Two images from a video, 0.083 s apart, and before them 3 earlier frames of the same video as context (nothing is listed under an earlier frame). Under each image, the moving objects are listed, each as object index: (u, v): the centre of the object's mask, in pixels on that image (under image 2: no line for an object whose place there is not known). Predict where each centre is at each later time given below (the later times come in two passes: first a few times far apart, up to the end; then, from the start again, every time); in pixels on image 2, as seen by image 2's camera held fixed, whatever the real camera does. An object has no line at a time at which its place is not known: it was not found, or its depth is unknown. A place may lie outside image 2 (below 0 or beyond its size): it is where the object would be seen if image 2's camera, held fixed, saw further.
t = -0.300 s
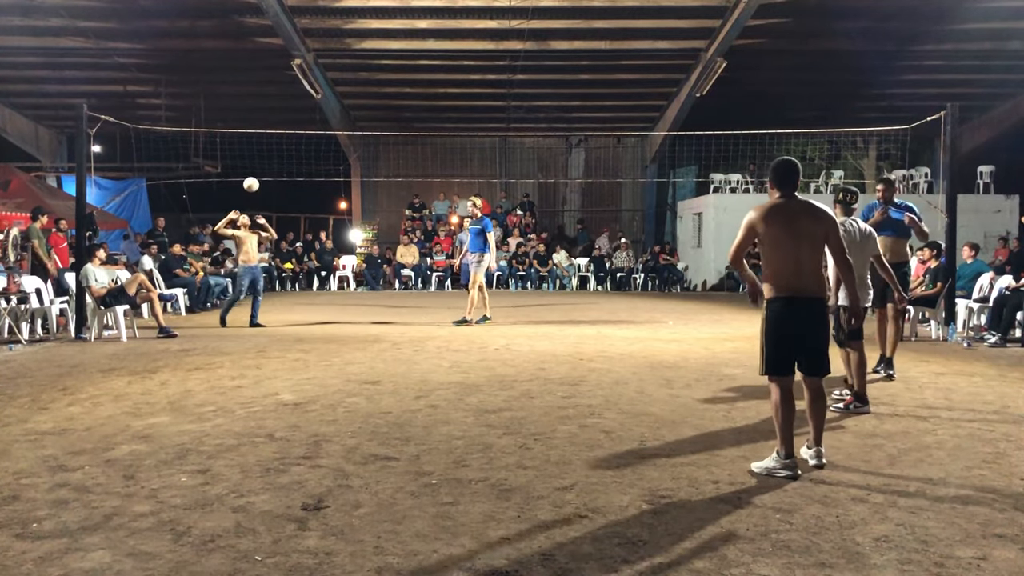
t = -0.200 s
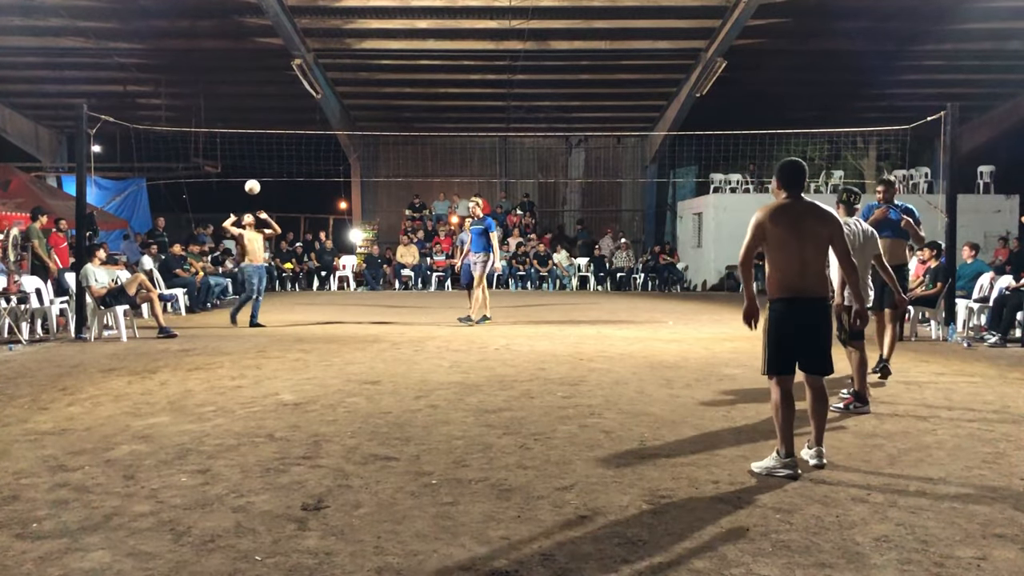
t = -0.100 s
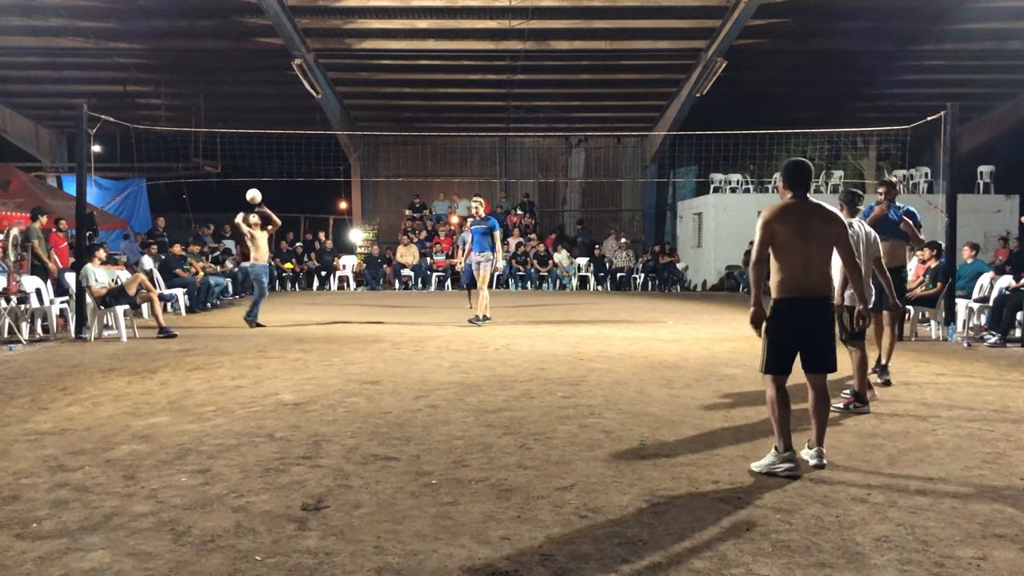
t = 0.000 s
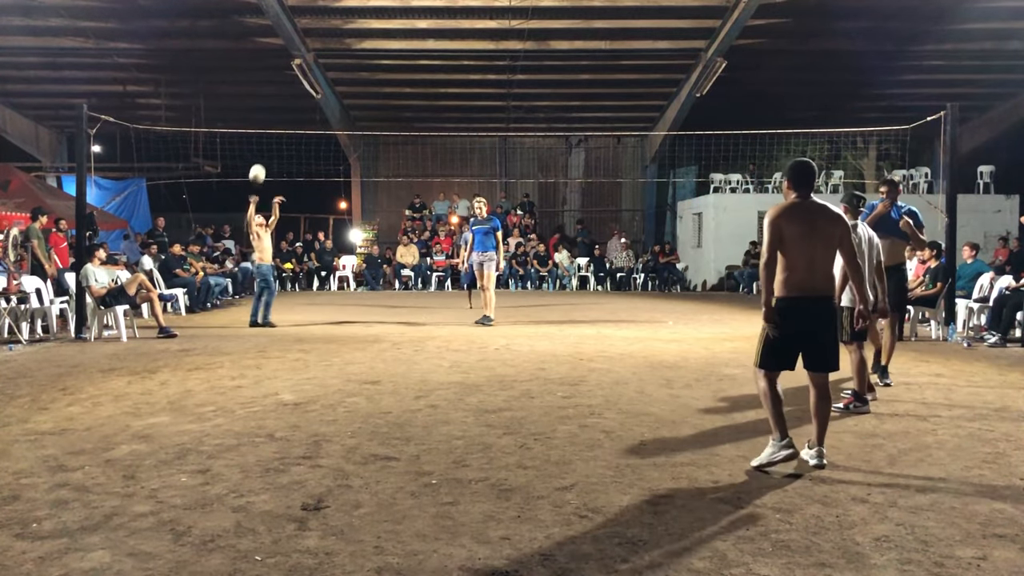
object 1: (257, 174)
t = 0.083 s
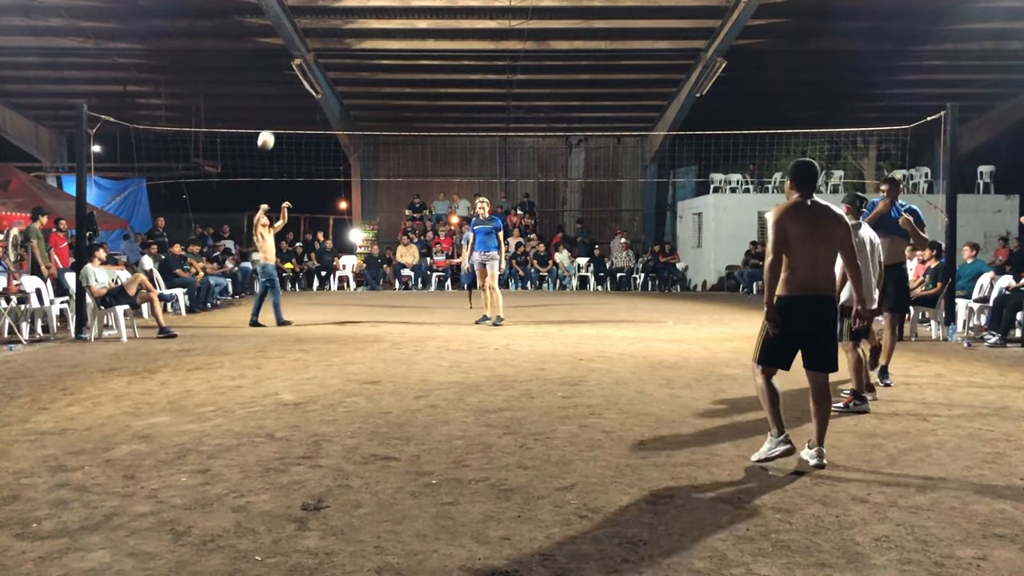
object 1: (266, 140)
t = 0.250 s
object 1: (286, 82)
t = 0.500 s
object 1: (321, 26)
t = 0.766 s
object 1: (367, 22)
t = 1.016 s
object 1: (424, 90)
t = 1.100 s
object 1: (446, 134)
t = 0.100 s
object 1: (268, 134)
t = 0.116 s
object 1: (270, 127)
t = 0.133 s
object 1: (272, 121)
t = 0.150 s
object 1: (274, 115)
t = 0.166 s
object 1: (276, 109)
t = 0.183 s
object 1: (278, 104)
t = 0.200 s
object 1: (280, 98)
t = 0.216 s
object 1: (282, 92)
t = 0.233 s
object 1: (284, 87)
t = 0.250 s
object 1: (286, 82)
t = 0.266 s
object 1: (288, 77)
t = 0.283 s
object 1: (289, 72)
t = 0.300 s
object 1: (292, 67)
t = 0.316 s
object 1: (294, 64)
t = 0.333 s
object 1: (297, 59)
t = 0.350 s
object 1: (299, 55)
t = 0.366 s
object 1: (301, 52)
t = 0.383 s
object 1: (304, 47)
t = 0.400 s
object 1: (306, 44)
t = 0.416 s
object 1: (309, 41)
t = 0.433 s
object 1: (311, 38)
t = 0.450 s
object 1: (313, 35)
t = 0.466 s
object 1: (316, 32)
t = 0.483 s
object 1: (318, 29)
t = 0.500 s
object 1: (321, 26)
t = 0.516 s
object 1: (323, 24)
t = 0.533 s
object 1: (325, 23)
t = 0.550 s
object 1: (328, 21)
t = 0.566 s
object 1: (331, 20)
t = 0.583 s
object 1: (334, 18)
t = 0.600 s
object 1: (336, 17)
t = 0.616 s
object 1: (339, 16)
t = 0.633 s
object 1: (342, 16)
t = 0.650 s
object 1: (345, 16)
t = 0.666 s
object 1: (348, 16)
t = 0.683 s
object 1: (351, 16)
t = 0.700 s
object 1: (355, 17)
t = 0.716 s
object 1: (358, 17)
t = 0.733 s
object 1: (361, 18)
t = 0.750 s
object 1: (364, 20)
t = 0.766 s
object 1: (367, 22)
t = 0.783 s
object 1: (370, 24)
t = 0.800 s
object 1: (374, 26)
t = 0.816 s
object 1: (377, 29)
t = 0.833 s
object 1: (380, 33)
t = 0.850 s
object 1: (384, 36)
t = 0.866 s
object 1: (388, 40)
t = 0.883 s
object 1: (392, 44)
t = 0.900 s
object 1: (395, 48)
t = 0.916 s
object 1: (400, 54)
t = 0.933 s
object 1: (404, 59)
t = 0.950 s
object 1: (408, 64)
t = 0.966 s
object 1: (411, 70)
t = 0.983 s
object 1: (415, 77)
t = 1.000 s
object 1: (420, 84)
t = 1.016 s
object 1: (424, 90)
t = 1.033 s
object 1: (428, 98)
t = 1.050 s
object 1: (432, 106)
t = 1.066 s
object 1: (436, 115)
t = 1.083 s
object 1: (441, 125)
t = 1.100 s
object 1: (446, 134)
